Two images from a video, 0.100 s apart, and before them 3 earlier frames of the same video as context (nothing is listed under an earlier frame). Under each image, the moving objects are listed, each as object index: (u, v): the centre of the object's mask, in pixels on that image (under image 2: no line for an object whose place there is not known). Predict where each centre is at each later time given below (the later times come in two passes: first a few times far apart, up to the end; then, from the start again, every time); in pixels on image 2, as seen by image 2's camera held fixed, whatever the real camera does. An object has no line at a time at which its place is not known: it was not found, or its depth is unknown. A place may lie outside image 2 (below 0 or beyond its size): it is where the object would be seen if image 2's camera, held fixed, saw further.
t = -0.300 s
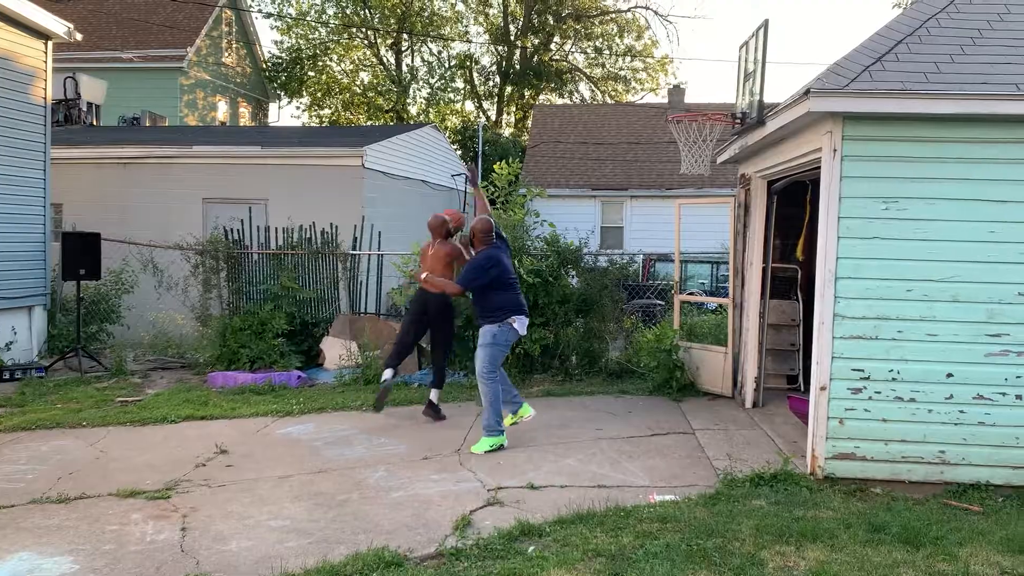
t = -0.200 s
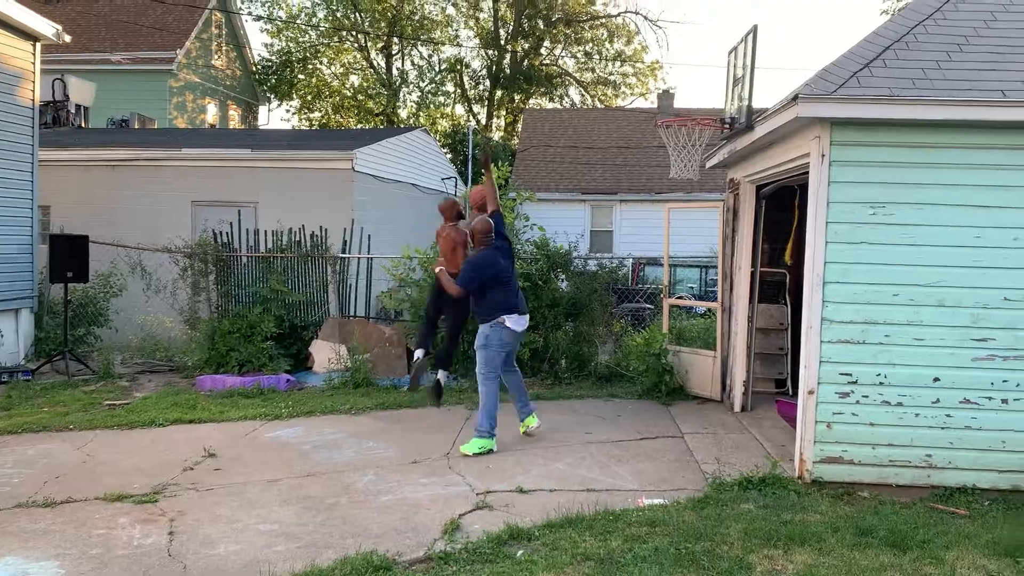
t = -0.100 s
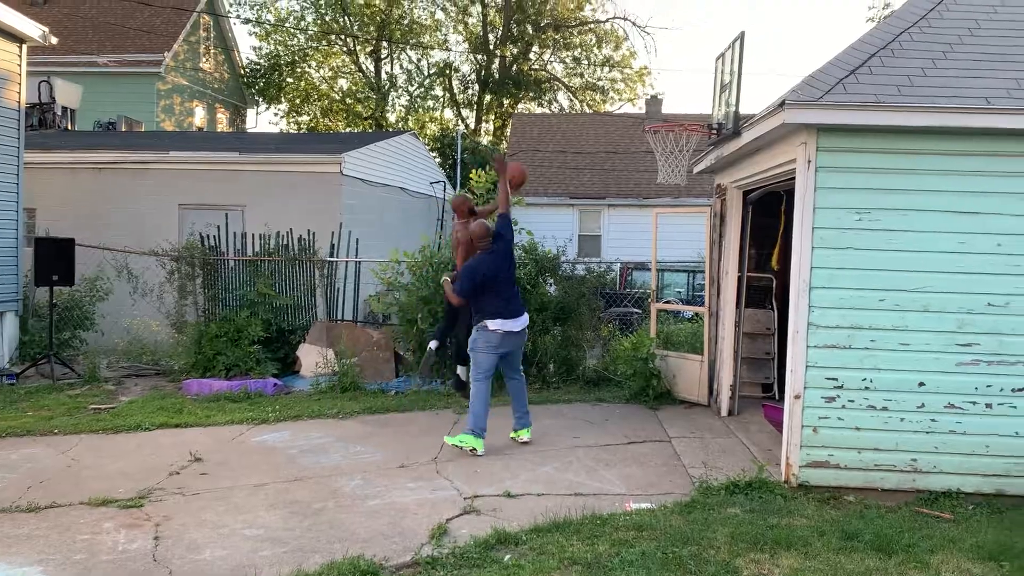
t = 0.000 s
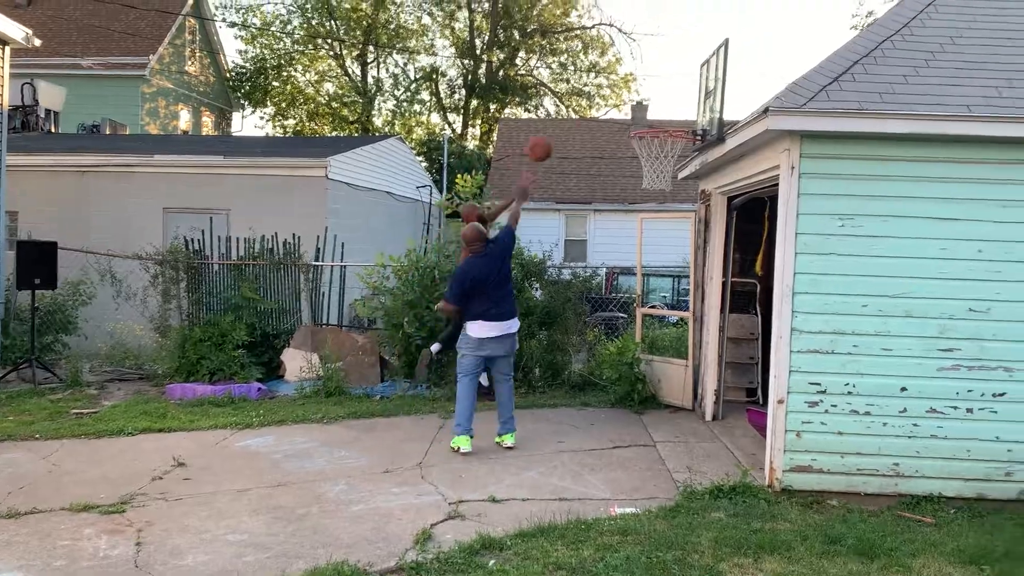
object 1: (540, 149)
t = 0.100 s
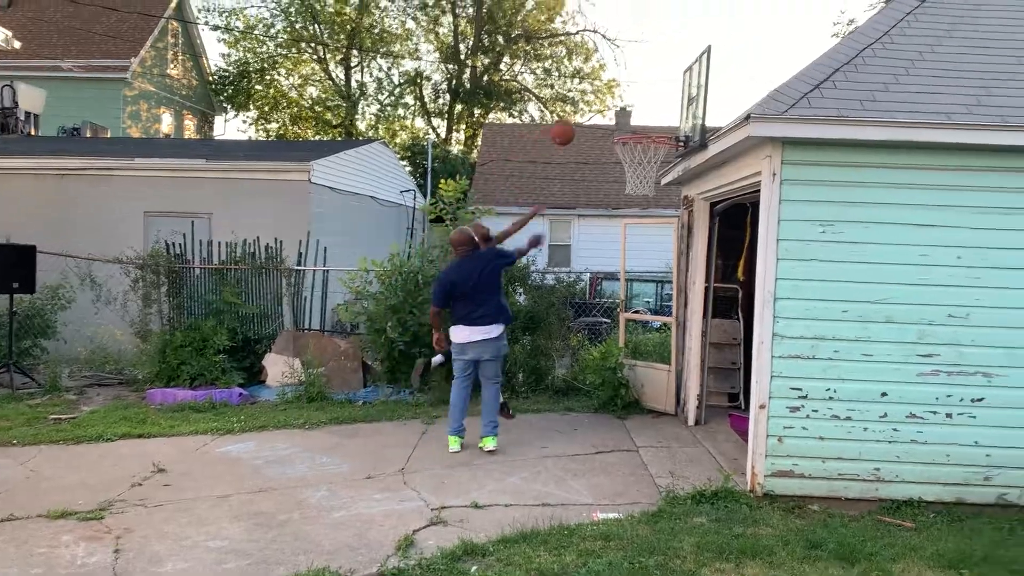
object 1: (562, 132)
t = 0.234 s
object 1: (612, 120)
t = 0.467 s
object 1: (656, 118)
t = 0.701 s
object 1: (621, 128)
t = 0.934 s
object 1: (643, 152)
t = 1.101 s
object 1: (638, 189)
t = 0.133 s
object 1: (575, 127)
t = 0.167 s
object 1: (587, 123)
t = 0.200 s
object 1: (599, 121)
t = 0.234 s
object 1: (612, 120)
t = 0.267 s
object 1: (625, 120)
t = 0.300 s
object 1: (639, 121)
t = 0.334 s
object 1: (652, 123)
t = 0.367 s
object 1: (664, 126)
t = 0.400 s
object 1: (670, 125)
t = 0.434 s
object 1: (663, 121)
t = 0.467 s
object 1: (656, 118)
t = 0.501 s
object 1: (650, 117)
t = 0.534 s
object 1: (643, 118)
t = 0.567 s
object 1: (636, 120)
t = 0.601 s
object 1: (629, 123)
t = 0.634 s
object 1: (622, 125)
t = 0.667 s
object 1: (617, 125)
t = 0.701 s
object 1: (621, 128)
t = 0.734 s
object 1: (625, 127)
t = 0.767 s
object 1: (629, 128)
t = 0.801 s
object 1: (634, 130)
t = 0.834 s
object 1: (638, 135)
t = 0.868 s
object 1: (642, 140)
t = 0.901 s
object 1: (642, 145)
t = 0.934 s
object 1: (643, 152)
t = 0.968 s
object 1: (643, 156)
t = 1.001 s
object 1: (641, 163)
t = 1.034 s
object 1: (639, 172)
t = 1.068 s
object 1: (638, 182)
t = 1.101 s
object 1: (638, 189)
